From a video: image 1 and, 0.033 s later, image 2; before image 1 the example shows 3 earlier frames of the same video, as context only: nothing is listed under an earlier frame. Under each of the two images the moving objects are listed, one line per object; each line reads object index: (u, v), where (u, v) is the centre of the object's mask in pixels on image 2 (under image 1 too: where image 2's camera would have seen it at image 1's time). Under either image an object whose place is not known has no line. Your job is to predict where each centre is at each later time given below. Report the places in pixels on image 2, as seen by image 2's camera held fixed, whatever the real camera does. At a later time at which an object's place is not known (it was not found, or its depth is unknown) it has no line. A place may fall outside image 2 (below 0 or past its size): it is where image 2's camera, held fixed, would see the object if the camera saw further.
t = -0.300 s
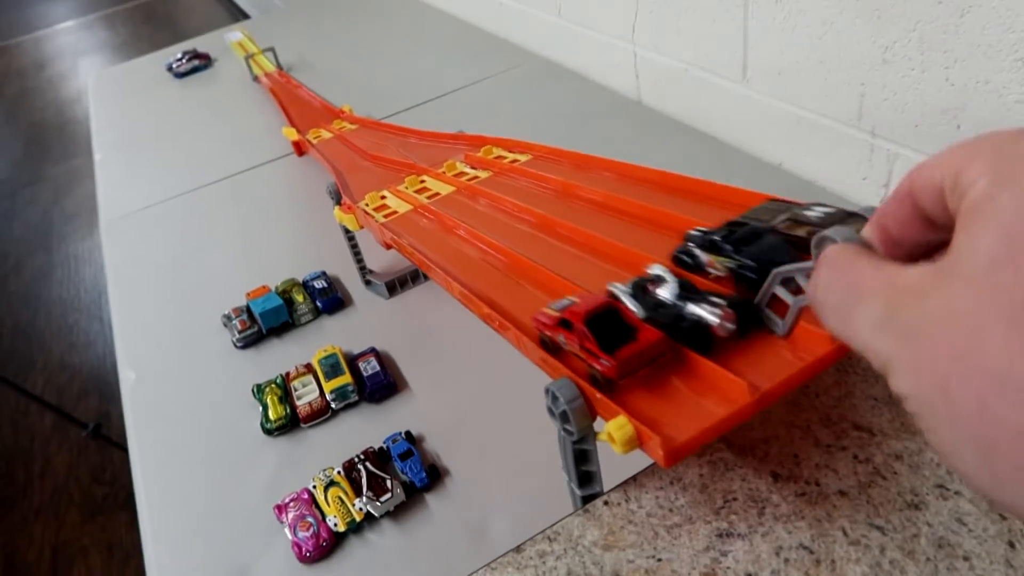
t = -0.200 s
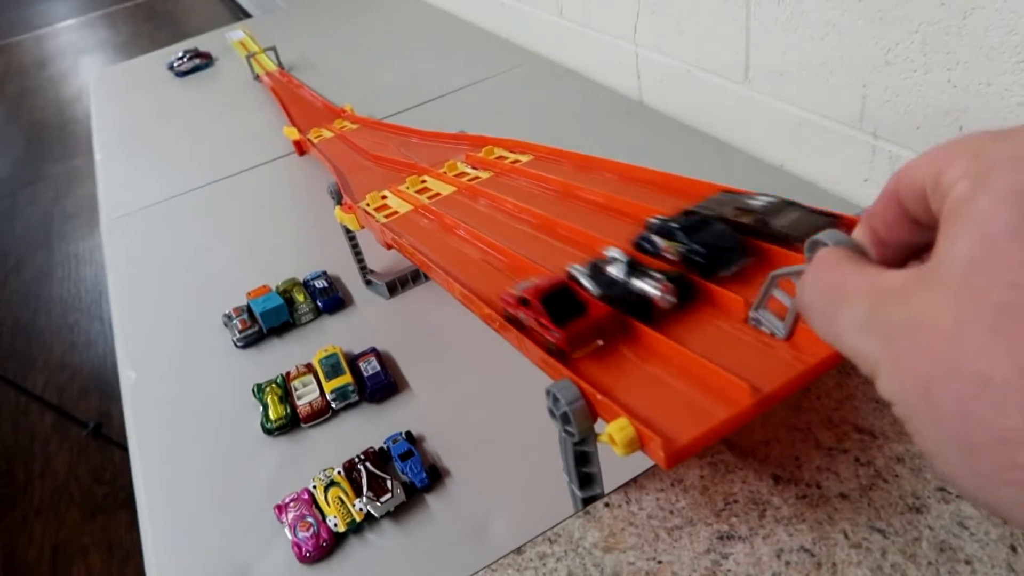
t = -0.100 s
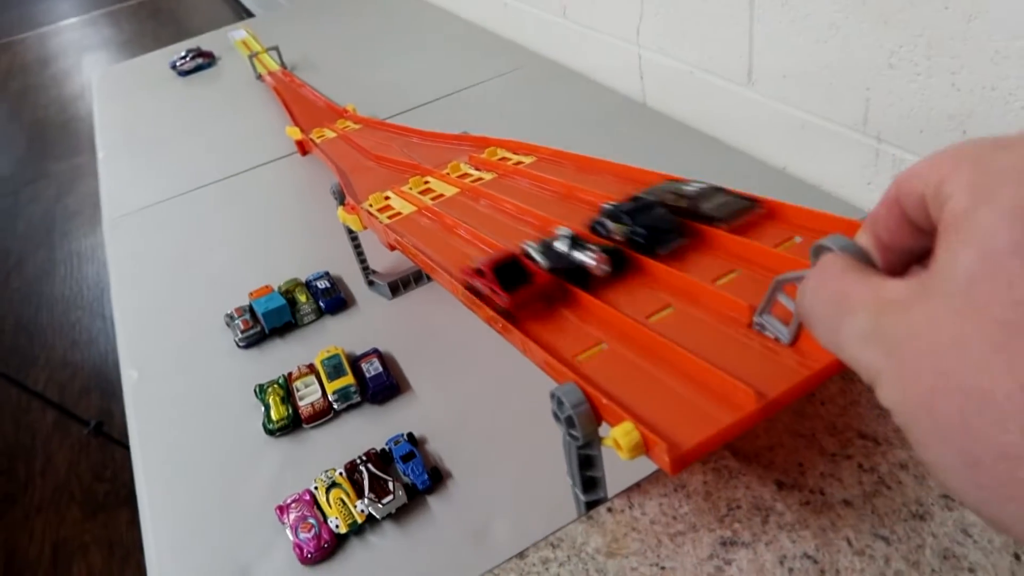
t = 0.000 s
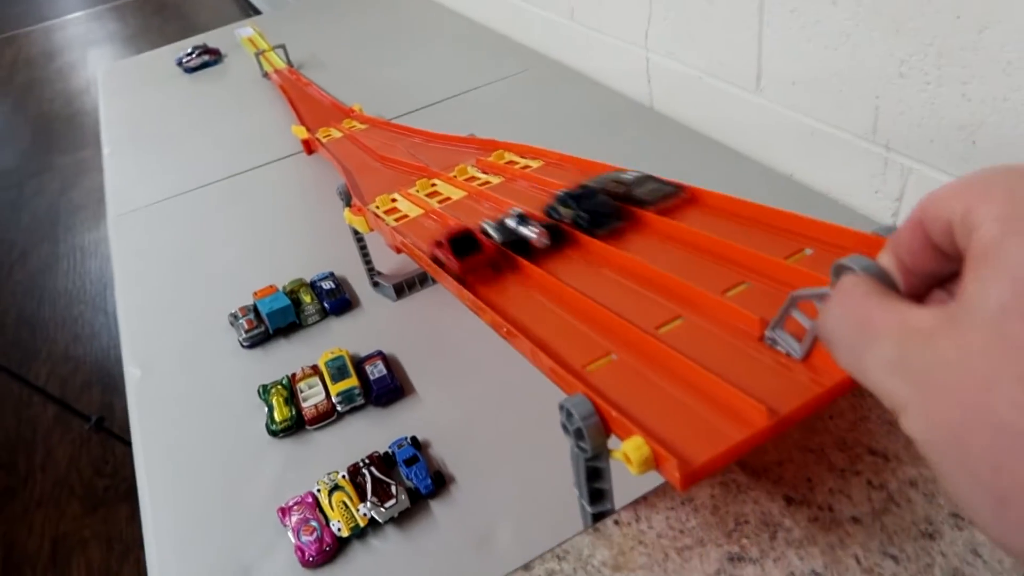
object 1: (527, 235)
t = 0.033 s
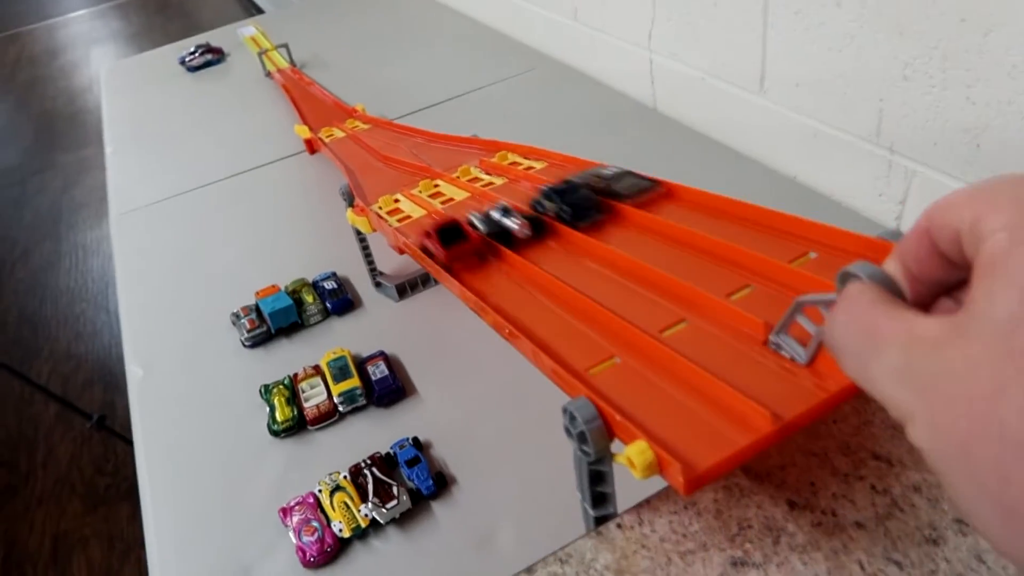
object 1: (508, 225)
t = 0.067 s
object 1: (489, 216)
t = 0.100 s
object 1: (472, 206)
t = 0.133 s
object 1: (455, 196)
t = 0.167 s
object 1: (442, 189)
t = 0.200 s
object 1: (427, 182)
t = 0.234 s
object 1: (414, 174)
